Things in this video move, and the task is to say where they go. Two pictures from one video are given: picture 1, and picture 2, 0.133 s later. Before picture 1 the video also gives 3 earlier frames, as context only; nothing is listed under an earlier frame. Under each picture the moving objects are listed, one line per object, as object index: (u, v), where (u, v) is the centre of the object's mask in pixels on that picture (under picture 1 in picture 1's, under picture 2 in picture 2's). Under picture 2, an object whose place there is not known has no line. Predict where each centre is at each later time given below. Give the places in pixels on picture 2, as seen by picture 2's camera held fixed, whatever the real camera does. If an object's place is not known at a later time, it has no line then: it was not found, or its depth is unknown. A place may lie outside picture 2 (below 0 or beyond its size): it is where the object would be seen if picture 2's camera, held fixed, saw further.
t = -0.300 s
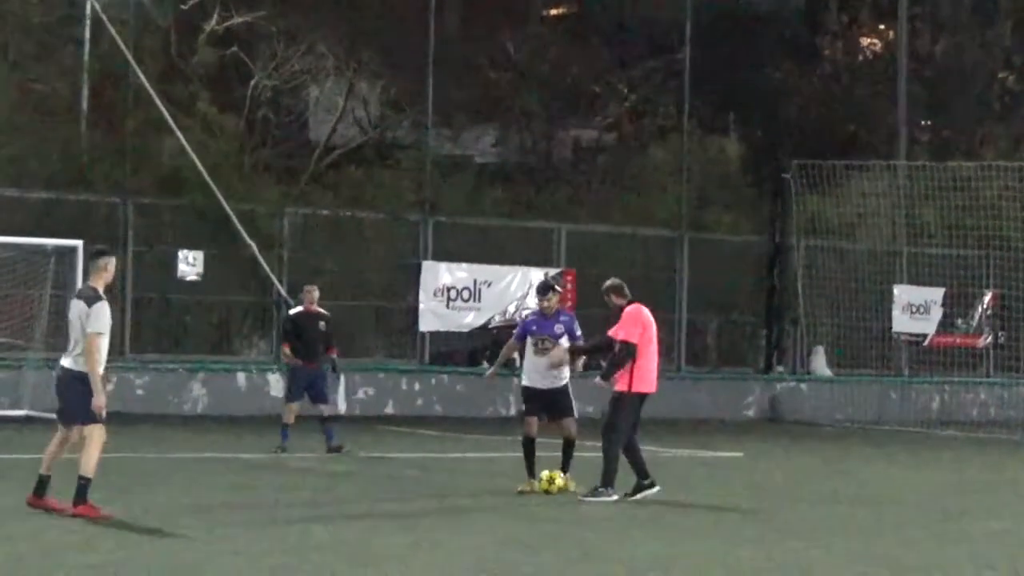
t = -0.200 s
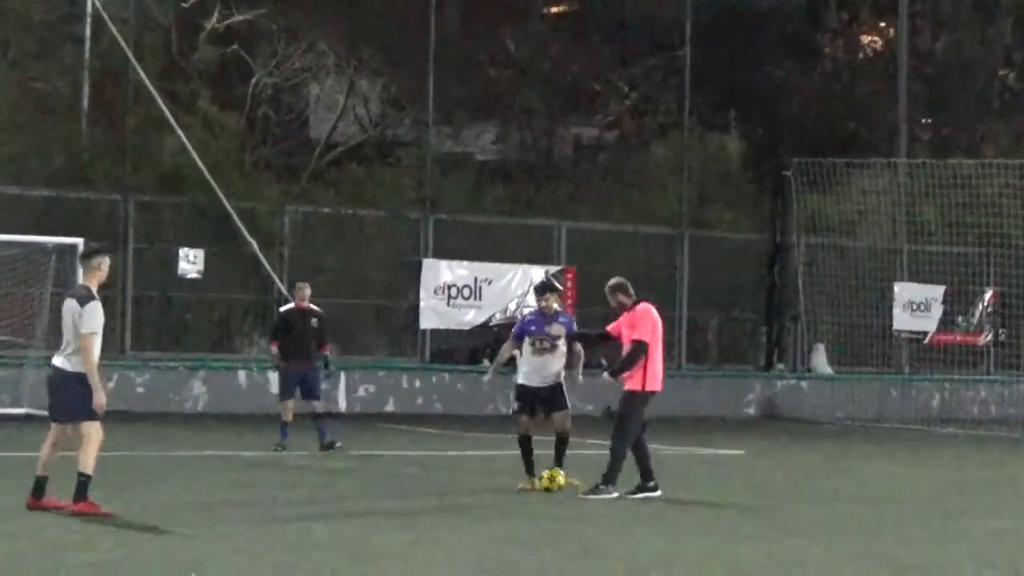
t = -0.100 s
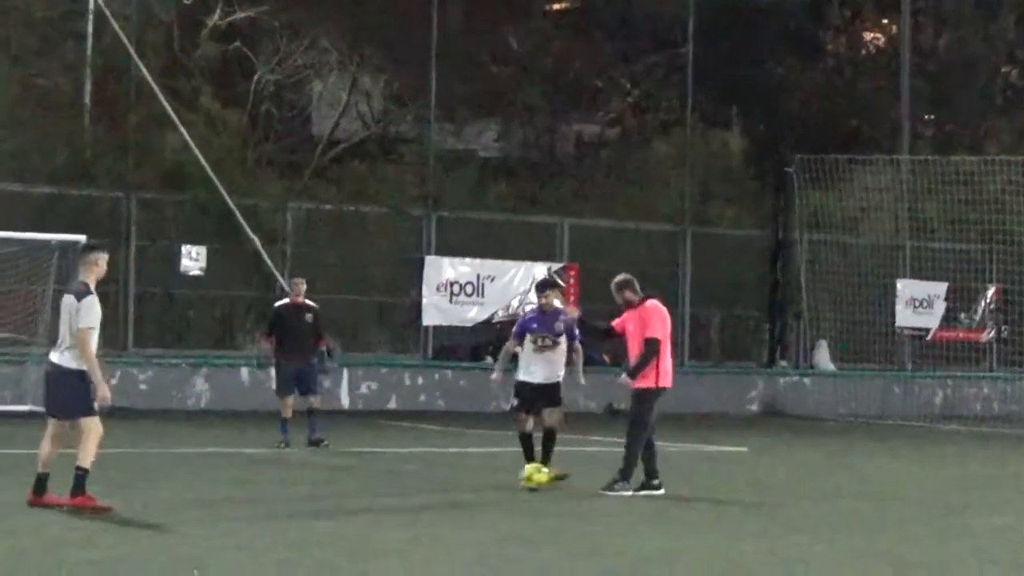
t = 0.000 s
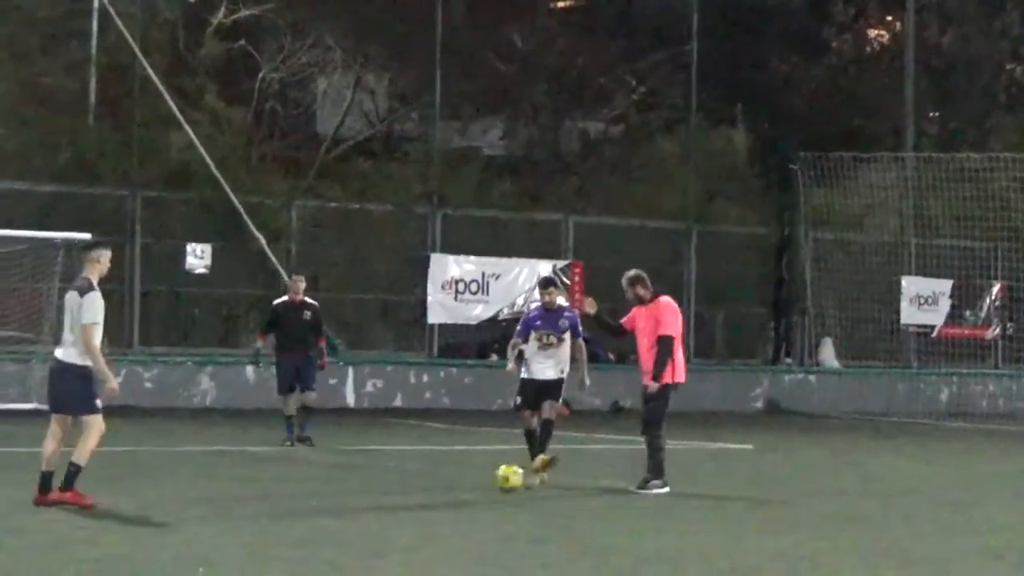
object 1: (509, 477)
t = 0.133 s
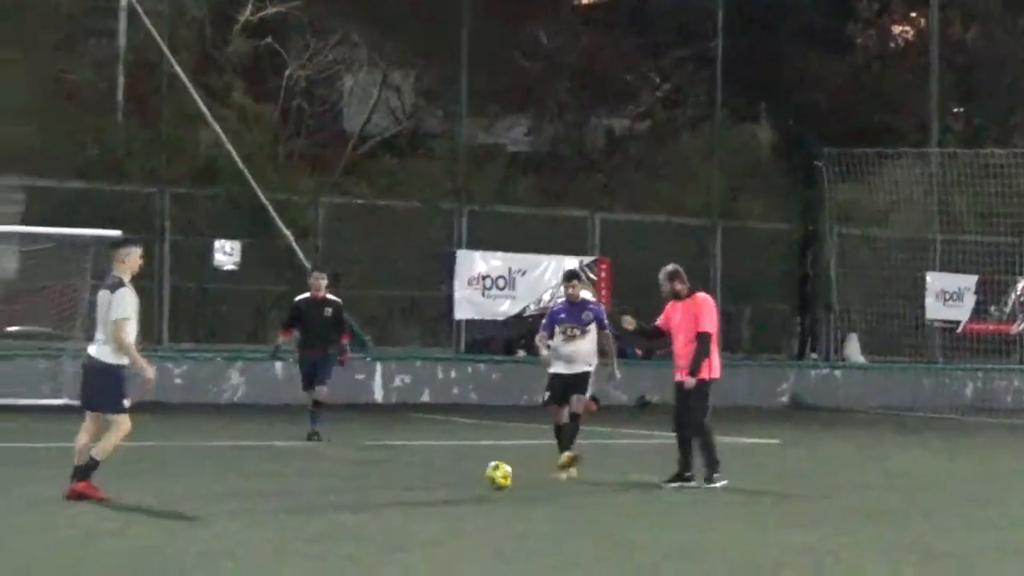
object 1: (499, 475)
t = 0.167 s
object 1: (488, 476)
